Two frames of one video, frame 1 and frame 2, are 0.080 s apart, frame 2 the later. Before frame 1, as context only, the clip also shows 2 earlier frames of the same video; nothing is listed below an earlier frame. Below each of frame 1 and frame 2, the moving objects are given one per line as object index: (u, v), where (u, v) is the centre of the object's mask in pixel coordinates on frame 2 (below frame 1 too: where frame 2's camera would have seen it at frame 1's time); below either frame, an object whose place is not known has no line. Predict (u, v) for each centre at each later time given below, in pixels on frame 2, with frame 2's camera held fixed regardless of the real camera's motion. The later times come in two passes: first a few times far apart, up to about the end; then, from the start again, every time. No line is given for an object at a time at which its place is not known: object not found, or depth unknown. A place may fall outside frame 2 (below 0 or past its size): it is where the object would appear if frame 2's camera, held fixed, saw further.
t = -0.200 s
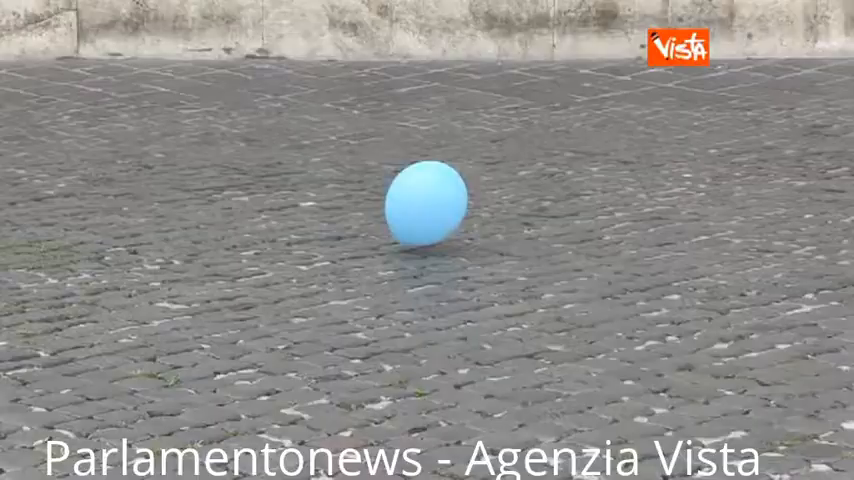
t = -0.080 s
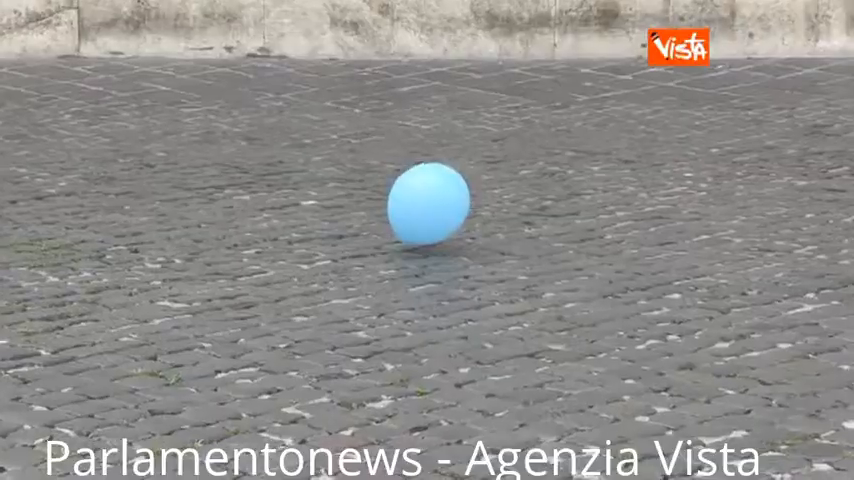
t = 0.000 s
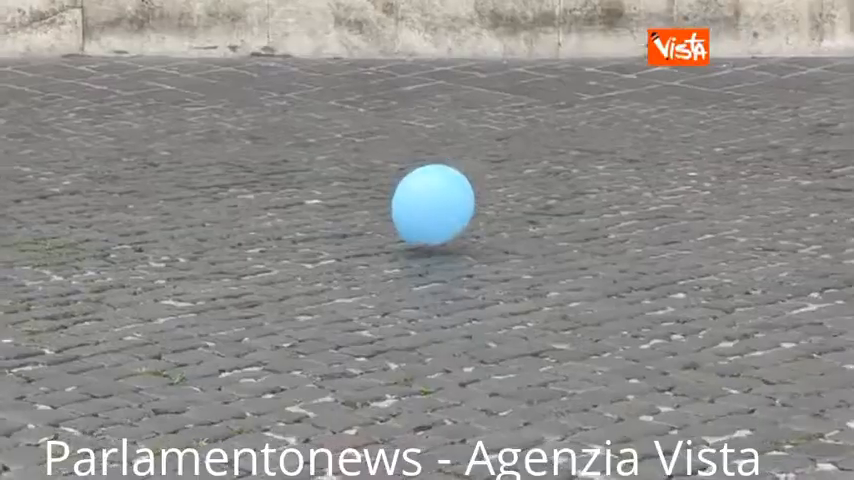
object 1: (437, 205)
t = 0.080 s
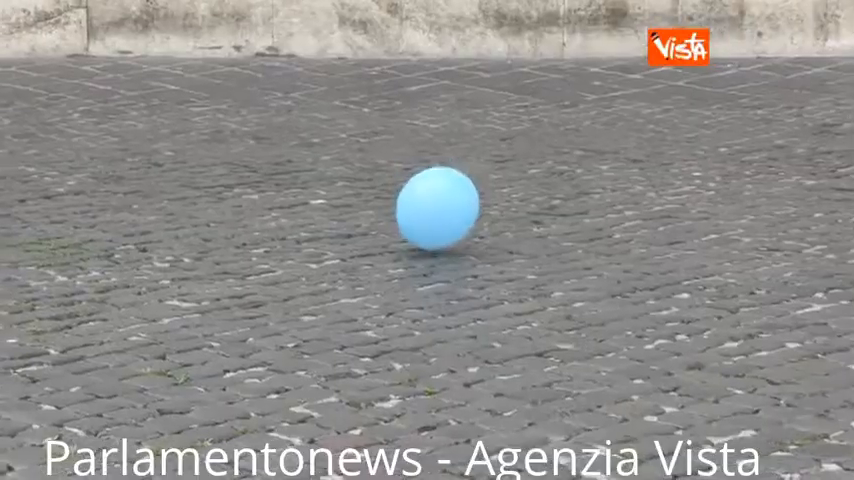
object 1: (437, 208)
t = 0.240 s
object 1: (438, 217)
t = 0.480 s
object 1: (437, 225)
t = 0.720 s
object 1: (424, 226)
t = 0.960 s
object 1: (401, 231)
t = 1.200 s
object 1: (375, 236)
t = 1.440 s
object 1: (342, 236)
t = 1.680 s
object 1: (308, 227)
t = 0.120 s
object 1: (437, 210)
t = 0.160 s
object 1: (437, 212)
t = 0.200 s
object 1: (438, 214)
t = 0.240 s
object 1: (438, 217)
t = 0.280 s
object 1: (439, 219)
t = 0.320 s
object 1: (439, 220)
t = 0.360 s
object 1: (439, 222)
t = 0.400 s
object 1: (439, 223)
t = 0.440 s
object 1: (438, 225)
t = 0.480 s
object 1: (437, 225)
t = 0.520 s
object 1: (436, 224)
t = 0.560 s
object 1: (434, 223)
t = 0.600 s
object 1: (432, 223)
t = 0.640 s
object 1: (430, 224)
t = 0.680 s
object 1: (427, 226)
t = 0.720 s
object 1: (424, 226)
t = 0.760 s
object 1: (421, 227)
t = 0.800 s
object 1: (417, 228)
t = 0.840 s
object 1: (413, 228)
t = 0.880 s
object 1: (409, 228)
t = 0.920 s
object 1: (405, 230)
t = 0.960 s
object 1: (401, 231)
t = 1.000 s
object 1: (397, 233)
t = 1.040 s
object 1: (392, 233)
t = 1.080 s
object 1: (388, 234)
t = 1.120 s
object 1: (384, 235)
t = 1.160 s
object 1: (380, 236)
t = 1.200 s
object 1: (375, 236)
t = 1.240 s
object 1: (371, 237)
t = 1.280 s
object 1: (365, 237)
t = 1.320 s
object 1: (360, 238)
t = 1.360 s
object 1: (354, 239)
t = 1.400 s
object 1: (348, 238)
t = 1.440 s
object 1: (342, 236)
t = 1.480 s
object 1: (336, 235)
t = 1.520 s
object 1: (330, 233)
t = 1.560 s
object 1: (324, 231)
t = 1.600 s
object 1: (318, 229)
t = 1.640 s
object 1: (313, 228)
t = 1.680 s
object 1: (308, 227)
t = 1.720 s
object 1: (304, 227)
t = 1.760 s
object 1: (299, 228)
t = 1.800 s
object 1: (297, 228)
